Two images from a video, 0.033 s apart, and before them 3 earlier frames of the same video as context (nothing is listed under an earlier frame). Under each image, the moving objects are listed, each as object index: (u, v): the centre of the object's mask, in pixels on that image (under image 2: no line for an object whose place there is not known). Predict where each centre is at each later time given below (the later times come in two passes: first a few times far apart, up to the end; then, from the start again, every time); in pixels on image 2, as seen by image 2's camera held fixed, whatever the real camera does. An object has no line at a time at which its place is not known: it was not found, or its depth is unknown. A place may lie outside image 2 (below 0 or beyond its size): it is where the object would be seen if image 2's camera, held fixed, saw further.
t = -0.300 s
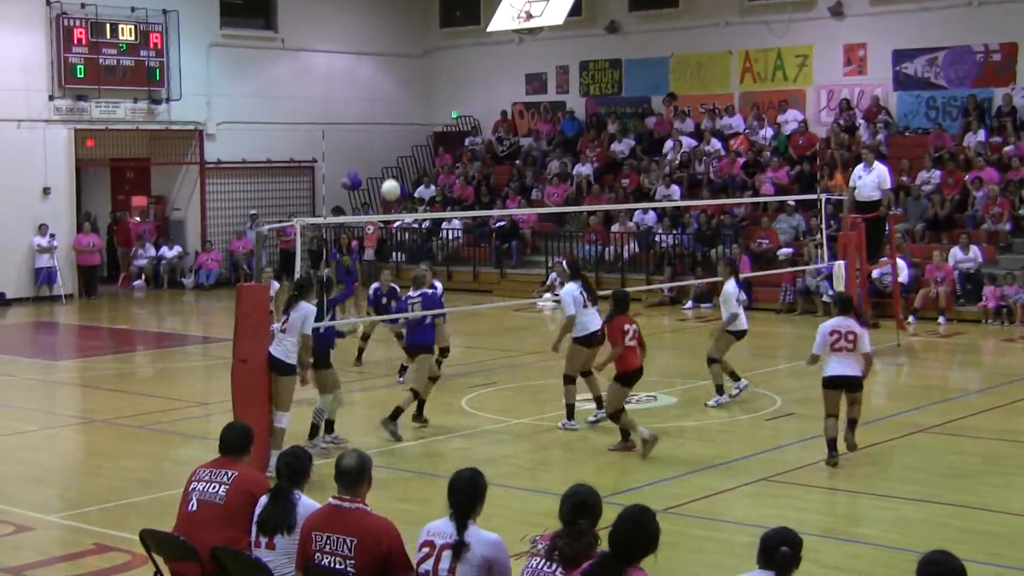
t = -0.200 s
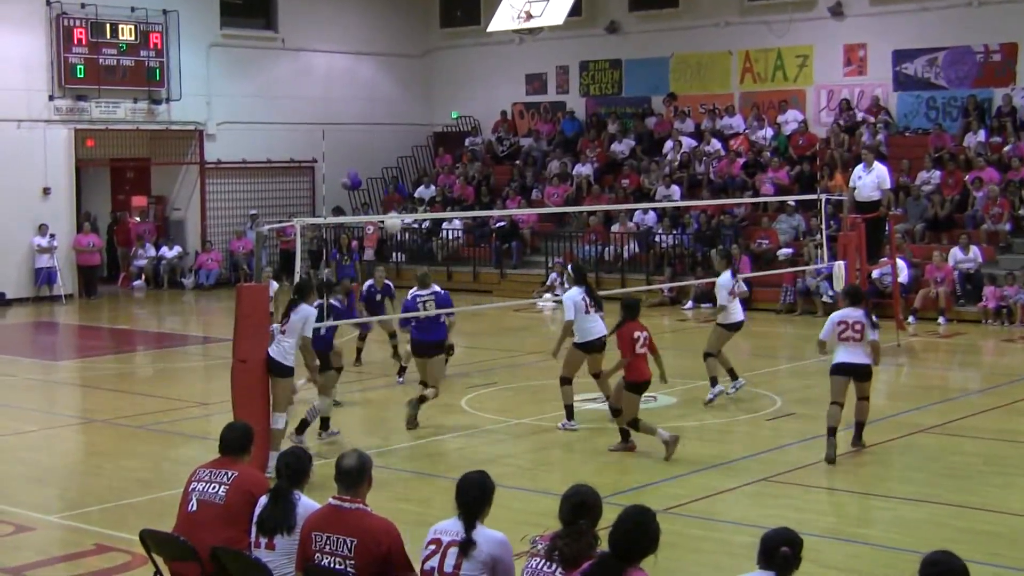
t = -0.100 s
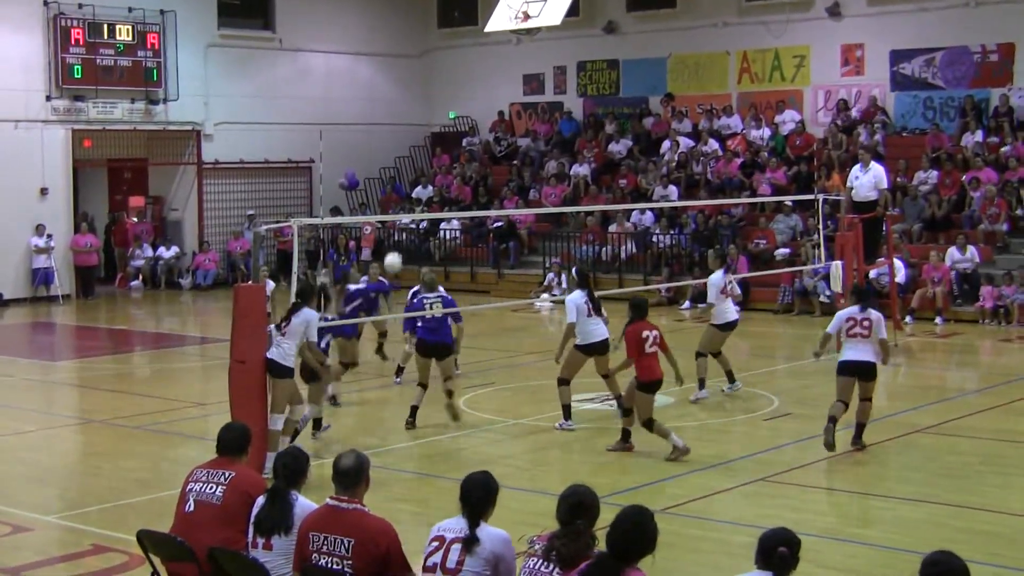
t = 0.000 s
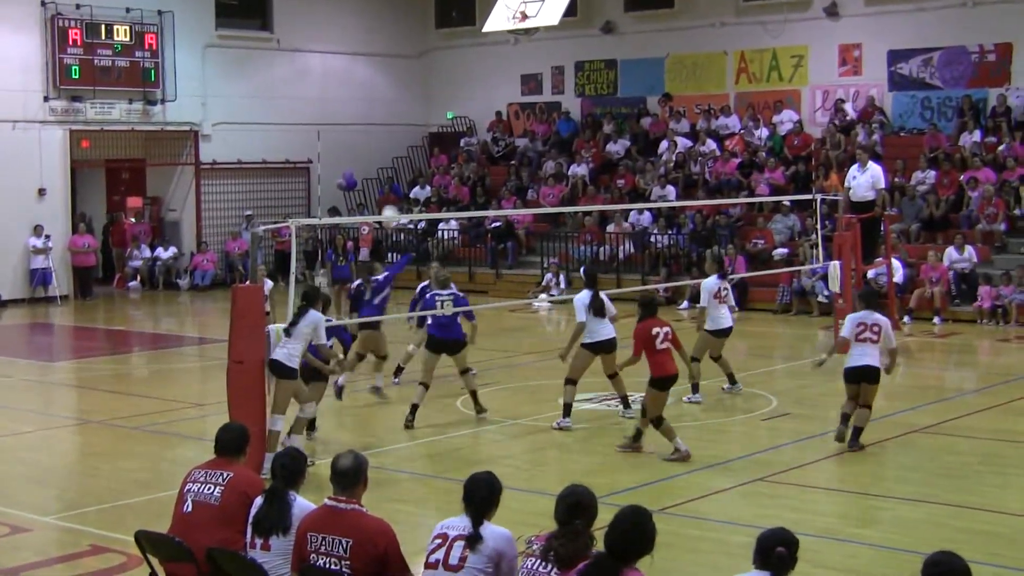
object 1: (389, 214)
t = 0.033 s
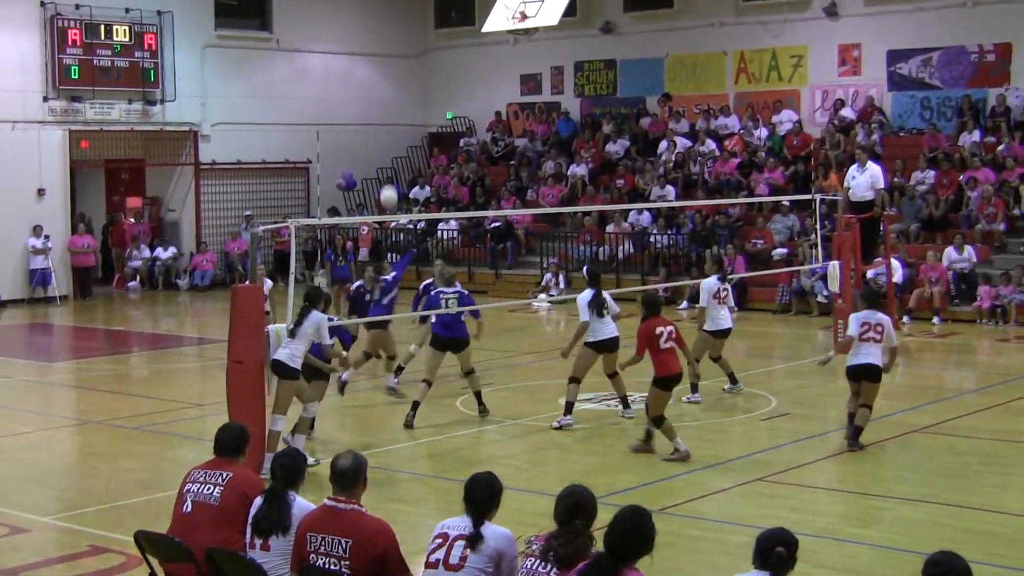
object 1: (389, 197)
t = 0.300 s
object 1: (383, 66)
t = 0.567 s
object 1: (380, 3)
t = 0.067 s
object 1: (388, 177)
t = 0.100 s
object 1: (387, 158)
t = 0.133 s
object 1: (387, 140)
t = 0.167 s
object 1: (386, 123)
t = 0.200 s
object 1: (386, 107)
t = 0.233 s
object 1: (385, 93)
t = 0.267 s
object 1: (384, 79)
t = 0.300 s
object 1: (383, 66)
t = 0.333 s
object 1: (383, 56)
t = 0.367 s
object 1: (383, 46)
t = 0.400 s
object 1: (383, 37)
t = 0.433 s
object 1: (382, 28)
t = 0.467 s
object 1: (382, 20)
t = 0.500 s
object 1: (381, 13)
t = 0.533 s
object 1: (381, 8)
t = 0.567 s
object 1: (380, 3)
